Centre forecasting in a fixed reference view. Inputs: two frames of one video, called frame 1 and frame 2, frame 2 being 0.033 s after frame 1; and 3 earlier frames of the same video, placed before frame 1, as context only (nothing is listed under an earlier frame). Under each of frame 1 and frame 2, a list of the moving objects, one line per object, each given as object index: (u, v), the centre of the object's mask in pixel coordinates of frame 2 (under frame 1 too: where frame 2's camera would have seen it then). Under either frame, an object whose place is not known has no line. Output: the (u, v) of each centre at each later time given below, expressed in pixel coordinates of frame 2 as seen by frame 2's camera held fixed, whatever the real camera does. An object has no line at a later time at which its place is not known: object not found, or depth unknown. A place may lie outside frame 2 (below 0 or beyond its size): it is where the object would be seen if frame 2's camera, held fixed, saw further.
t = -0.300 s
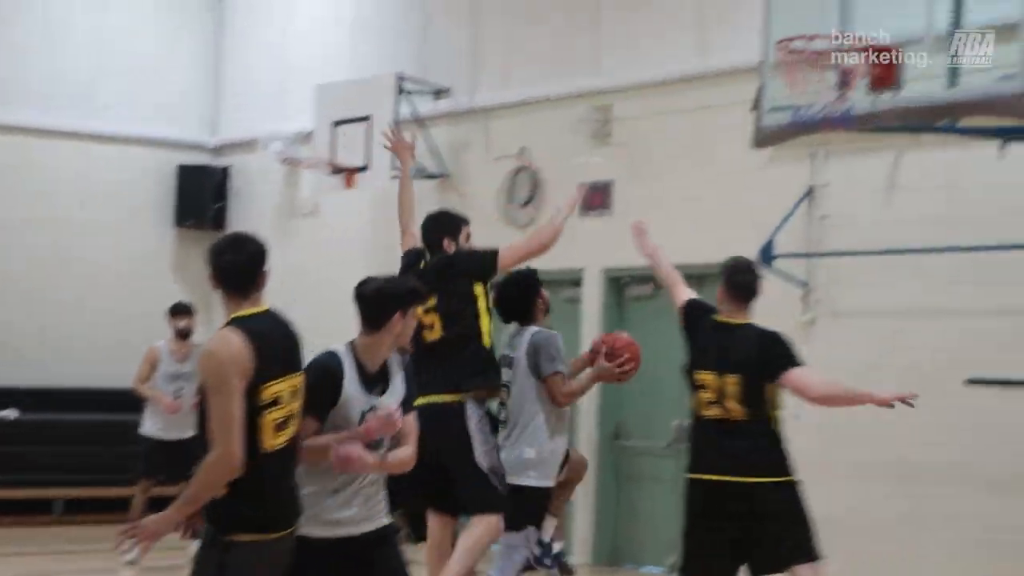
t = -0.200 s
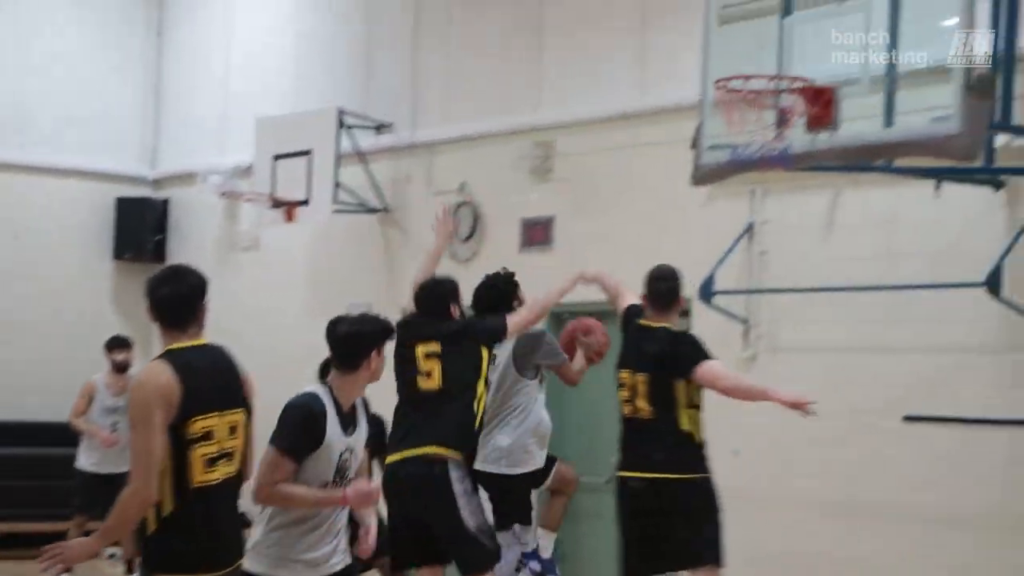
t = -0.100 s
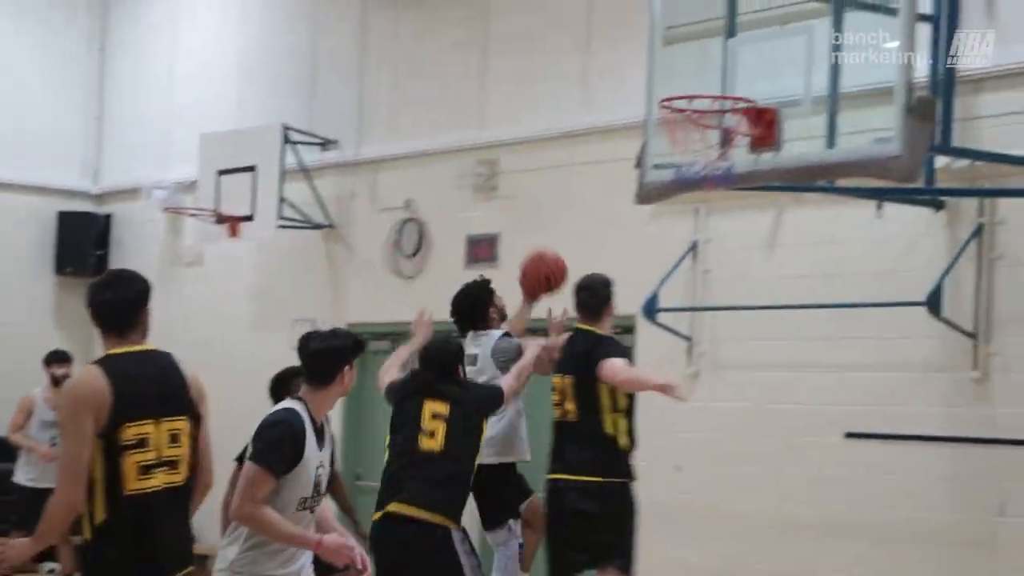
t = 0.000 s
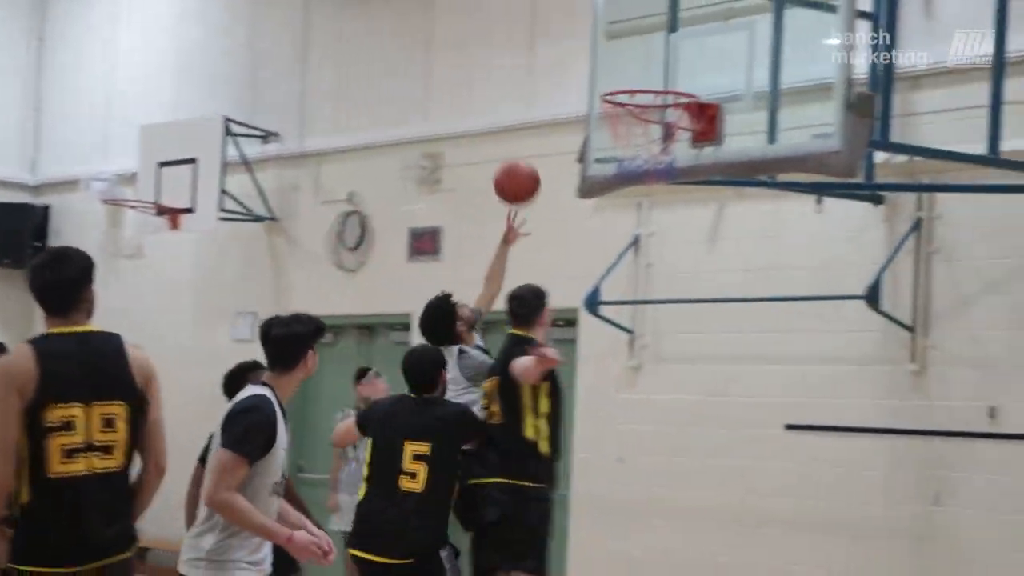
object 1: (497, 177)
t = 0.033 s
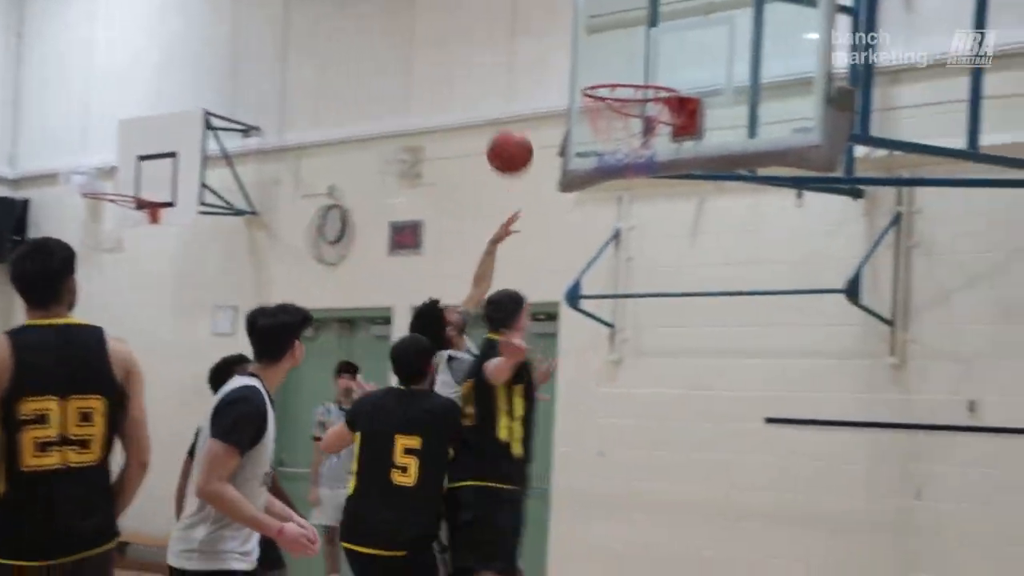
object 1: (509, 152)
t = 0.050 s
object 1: (516, 141)
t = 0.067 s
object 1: (522, 130)
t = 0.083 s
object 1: (528, 120)
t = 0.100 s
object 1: (534, 110)
